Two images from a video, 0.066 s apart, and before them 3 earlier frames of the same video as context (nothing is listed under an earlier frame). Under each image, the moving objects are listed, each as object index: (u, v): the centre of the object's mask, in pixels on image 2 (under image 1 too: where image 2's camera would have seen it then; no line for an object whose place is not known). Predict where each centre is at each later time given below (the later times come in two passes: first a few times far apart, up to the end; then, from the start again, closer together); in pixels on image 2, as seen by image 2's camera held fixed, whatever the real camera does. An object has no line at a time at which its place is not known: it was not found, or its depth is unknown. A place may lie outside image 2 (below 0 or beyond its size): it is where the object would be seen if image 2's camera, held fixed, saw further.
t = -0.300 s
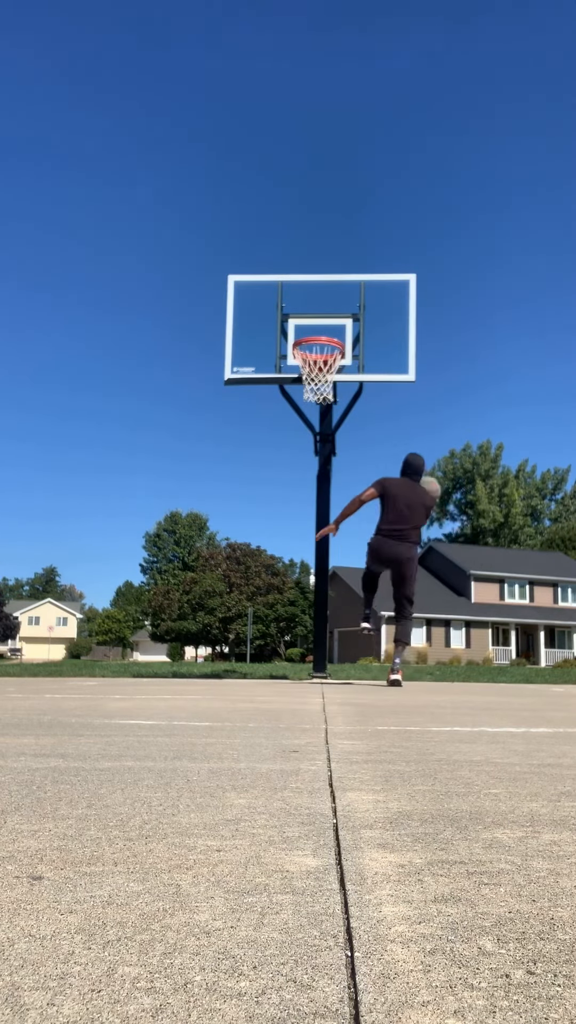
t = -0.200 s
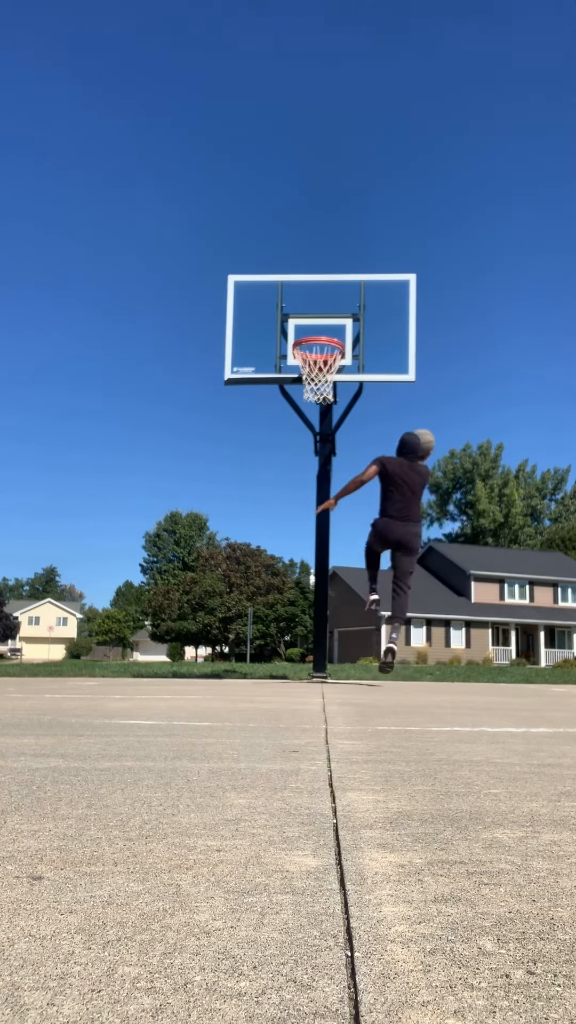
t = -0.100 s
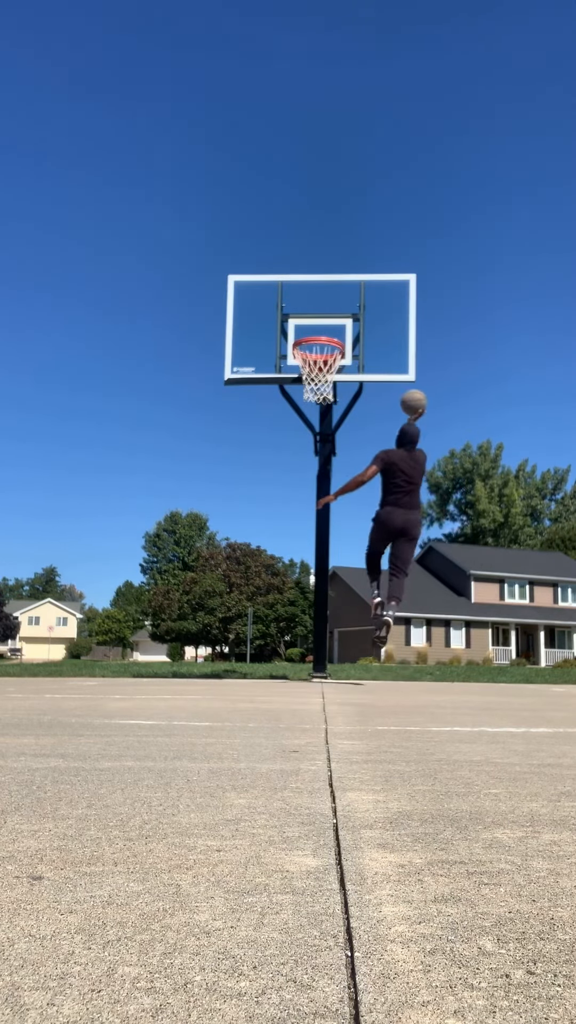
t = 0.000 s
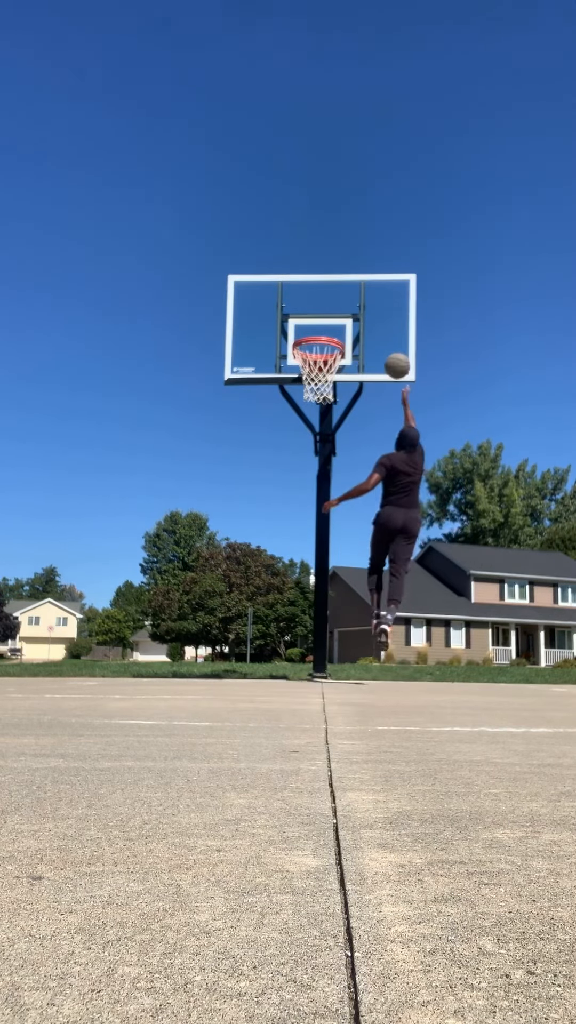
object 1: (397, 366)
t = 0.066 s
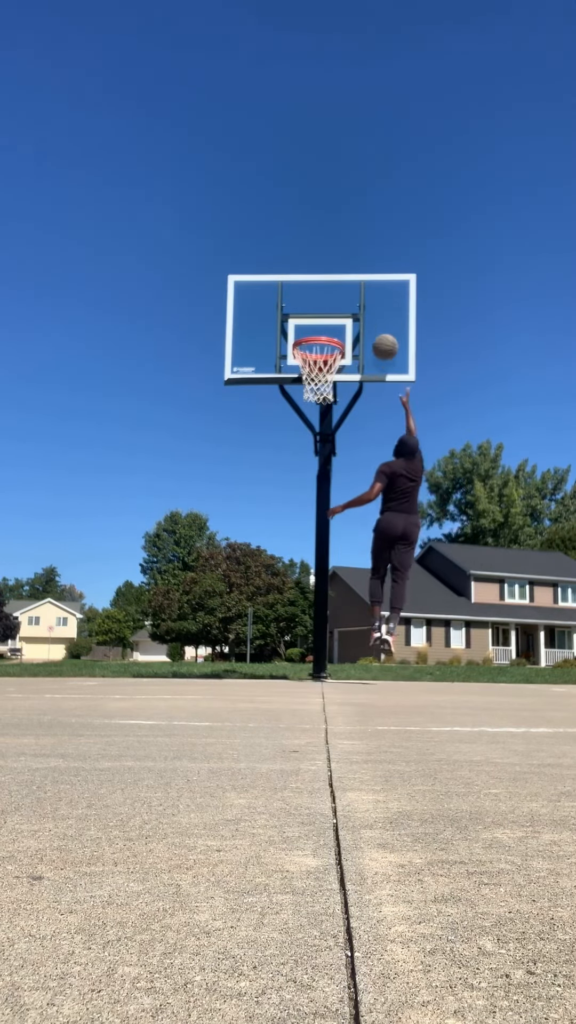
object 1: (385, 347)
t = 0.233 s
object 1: (361, 320)
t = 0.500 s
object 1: (329, 331)
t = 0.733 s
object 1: (308, 392)
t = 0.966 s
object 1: (301, 479)
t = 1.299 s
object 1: (292, 647)
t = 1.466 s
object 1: (298, 568)
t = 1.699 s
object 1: (305, 511)
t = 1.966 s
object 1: (312, 519)
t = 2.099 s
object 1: (315, 551)
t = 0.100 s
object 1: (379, 340)
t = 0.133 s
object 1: (373, 333)
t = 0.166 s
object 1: (369, 328)
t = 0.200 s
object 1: (365, 324)
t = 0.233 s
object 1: (361, 320)
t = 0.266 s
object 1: (357, 318)
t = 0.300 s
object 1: (353, 317)
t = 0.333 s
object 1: (349, 317)
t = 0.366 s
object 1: (345, 318)
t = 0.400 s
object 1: (341, 321)
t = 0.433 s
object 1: (337, 324)
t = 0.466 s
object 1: (333, 327)
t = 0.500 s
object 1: (329, 331)
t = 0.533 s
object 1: (327, 333)
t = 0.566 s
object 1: (320, 354)
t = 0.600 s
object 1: (315, 358)
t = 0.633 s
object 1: (306, 374)
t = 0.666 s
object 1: (306, 381)
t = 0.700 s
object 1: (309, 388)
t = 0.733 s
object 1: (308, 392)
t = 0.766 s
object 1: (307, 400)
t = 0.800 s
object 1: (306, 411)
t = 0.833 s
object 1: (305, 422)
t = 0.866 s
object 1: (305, 434)
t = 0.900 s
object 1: (303, 447)
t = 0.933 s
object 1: (302, 462)
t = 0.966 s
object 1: (301, 479)
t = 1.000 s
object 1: (300, 496)
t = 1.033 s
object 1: (299, 515)
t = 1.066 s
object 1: (298, 535)
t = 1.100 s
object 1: (297, 556)
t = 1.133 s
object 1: (296, 577)
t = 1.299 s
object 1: (292, 647)
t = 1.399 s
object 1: (295, 594)
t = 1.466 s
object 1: (298, 568)
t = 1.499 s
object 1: (299, 555)
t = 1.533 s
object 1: (300, 544)
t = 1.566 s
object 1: (301, 535)
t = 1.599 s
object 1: (301, 527)
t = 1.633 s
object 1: (303, 520)
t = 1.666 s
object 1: (304, 515)
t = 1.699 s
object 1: (305, 511)
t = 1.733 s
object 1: (306, 508)
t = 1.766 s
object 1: (307, 506)
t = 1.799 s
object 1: (308, 506)
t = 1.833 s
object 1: (309, 506)
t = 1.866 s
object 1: (309, 508)
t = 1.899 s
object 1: (310, 511)
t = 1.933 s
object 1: (311, 514)
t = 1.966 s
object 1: (312, 519)
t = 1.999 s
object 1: (312, 526)
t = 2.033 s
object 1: (313, 533)
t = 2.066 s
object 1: (314, 541)
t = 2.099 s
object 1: (315, 551)
